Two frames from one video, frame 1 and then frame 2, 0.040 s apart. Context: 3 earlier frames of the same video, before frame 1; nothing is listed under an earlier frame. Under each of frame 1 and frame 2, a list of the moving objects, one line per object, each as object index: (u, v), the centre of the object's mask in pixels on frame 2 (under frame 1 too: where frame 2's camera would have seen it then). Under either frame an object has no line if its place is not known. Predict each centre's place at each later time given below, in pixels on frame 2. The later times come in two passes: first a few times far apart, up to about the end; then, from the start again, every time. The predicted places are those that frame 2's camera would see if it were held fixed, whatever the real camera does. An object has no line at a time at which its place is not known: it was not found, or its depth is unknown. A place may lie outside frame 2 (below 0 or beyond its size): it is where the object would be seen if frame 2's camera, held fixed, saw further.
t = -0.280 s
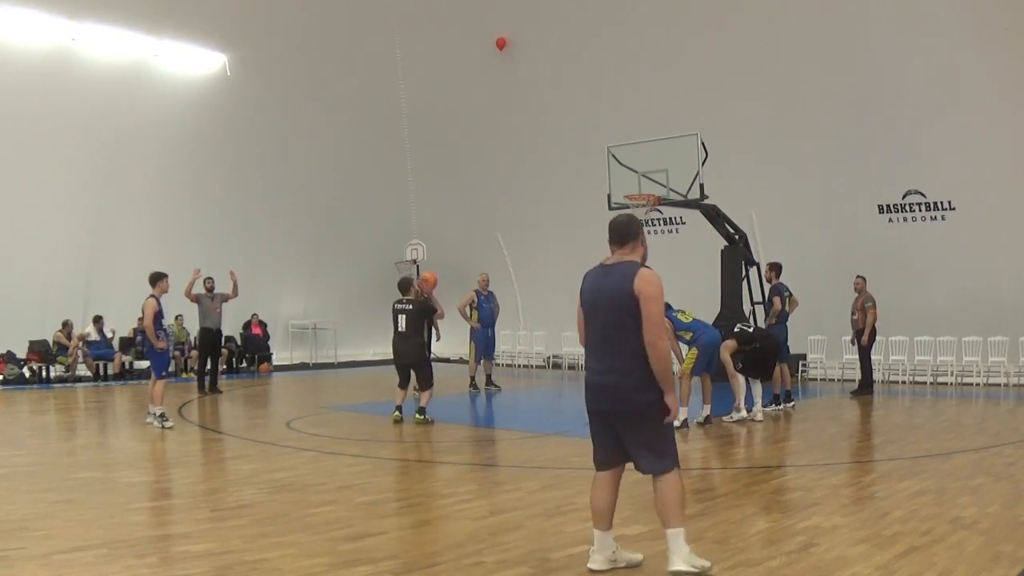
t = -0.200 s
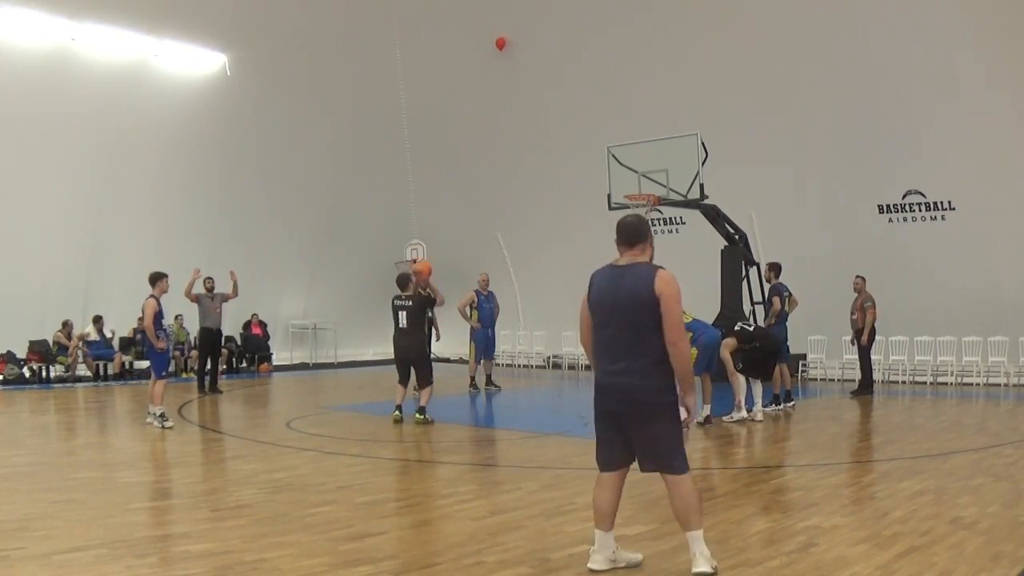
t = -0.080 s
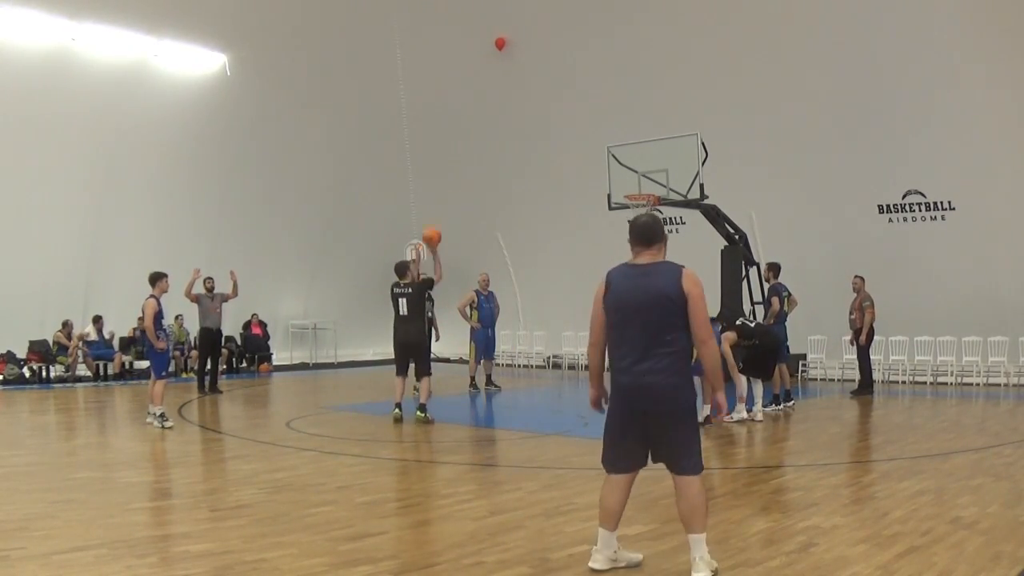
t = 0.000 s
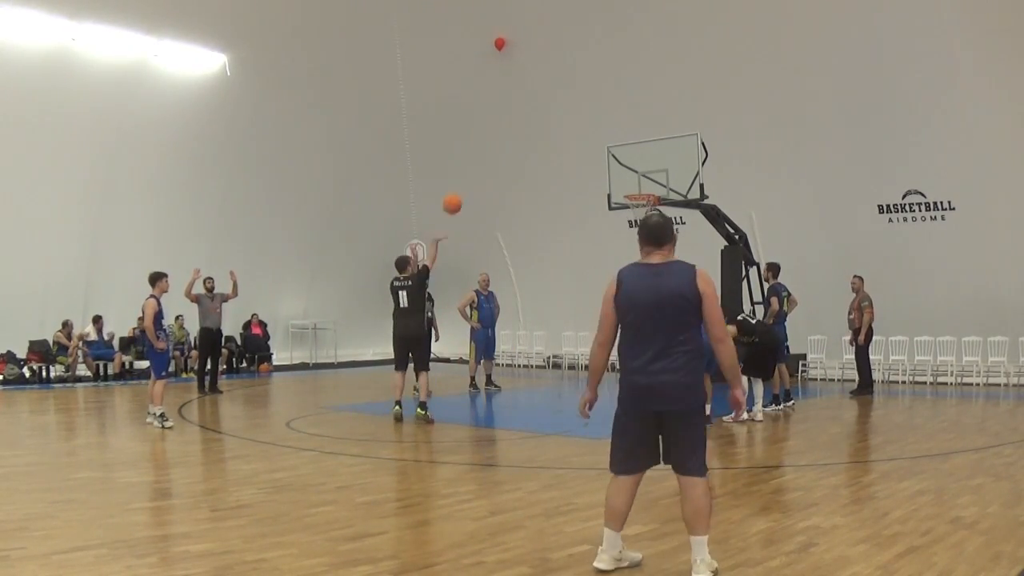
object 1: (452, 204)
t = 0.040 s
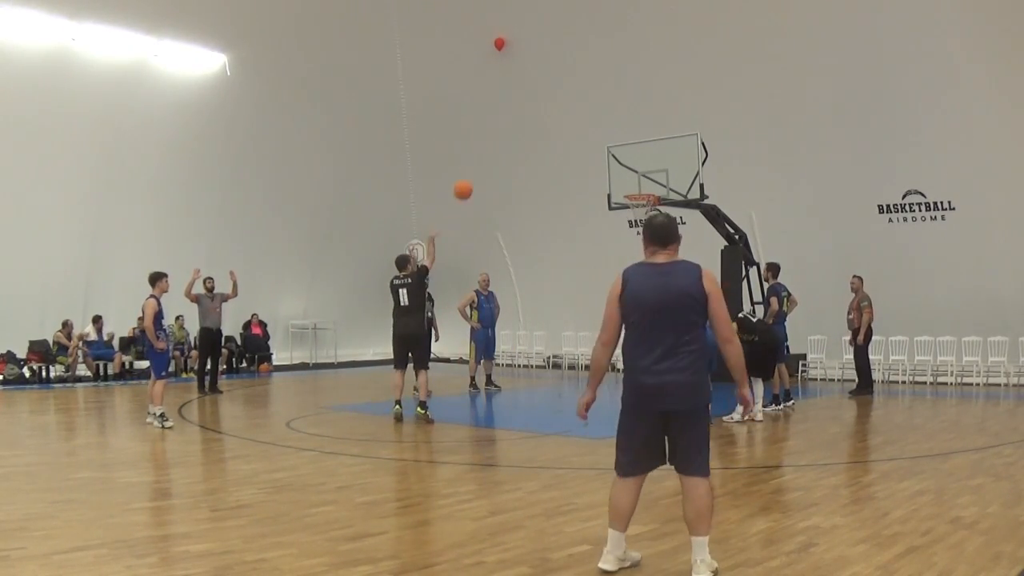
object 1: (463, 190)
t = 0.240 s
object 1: (512, 143)
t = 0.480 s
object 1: (564, 128)
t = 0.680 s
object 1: (603, 145)
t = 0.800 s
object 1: (625, 167)
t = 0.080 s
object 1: (473, 177)
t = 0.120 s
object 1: (483, 167)
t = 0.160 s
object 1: (493, 157)
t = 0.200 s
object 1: (503, 150)
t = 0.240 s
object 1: (512, 143)
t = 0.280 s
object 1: (521, 137)
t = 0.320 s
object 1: (530, 133)
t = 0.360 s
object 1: (539, 130)
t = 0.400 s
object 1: (548, 128)
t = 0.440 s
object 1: (556, 128)
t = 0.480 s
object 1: (564, 128)
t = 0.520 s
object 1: (572, 129)
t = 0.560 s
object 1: (580, 132)
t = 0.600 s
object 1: (588, 135)
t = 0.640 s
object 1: (595, 139)
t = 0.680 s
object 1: (603, 145)
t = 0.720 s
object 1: (610, 151)
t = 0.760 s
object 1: (618, 159)
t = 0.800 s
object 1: (625, 167)
